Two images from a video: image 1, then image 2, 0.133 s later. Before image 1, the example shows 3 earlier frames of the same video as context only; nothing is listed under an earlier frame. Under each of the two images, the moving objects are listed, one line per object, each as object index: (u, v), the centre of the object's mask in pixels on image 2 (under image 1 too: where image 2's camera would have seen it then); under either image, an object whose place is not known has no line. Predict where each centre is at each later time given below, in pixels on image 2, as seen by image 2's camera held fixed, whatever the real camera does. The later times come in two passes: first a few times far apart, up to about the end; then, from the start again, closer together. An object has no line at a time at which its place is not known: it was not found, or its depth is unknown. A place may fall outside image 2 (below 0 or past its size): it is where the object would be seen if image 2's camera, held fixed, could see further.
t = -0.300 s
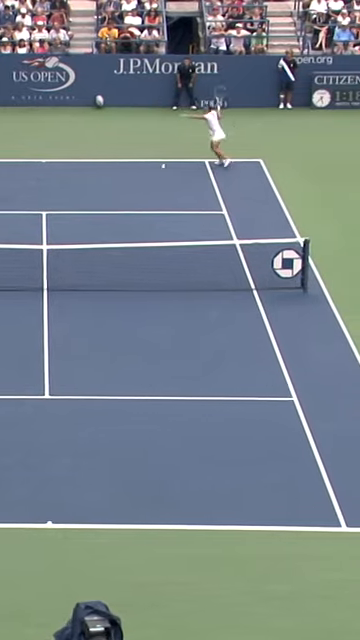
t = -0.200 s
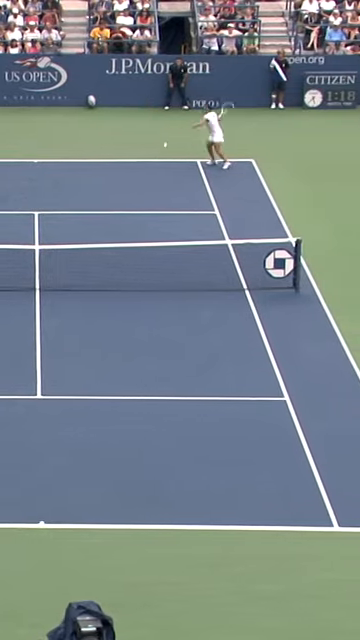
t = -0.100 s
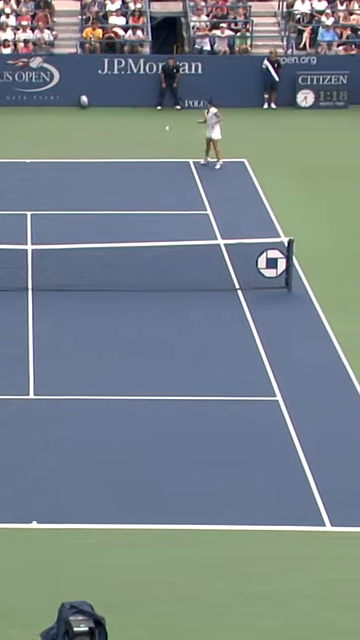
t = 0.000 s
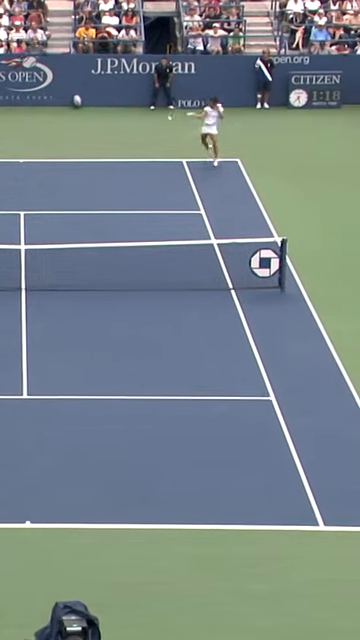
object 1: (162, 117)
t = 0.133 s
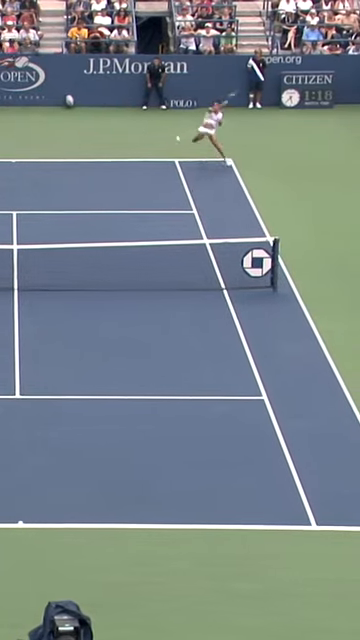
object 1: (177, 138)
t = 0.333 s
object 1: (202, 194)
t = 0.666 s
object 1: (248, 364)
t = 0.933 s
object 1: (284, 397)
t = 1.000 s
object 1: (294, 407)
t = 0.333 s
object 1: (202, 194)
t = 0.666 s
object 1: (248, 364)
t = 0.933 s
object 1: (284, 397)
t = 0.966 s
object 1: (289, 402)
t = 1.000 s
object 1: (294, 407)
